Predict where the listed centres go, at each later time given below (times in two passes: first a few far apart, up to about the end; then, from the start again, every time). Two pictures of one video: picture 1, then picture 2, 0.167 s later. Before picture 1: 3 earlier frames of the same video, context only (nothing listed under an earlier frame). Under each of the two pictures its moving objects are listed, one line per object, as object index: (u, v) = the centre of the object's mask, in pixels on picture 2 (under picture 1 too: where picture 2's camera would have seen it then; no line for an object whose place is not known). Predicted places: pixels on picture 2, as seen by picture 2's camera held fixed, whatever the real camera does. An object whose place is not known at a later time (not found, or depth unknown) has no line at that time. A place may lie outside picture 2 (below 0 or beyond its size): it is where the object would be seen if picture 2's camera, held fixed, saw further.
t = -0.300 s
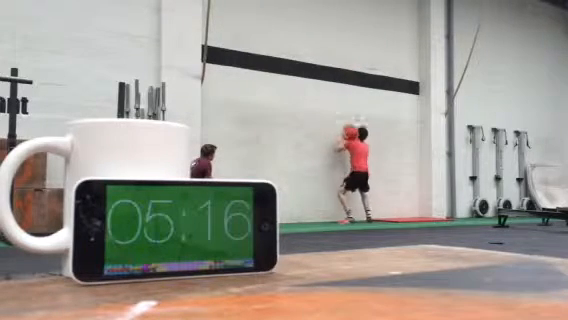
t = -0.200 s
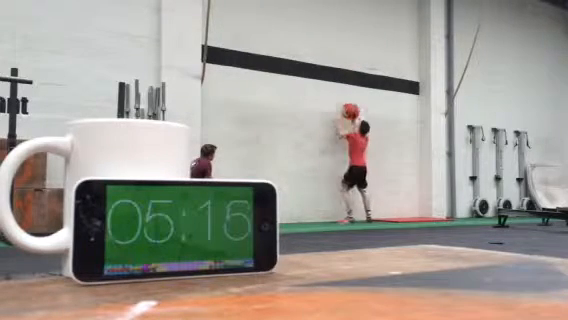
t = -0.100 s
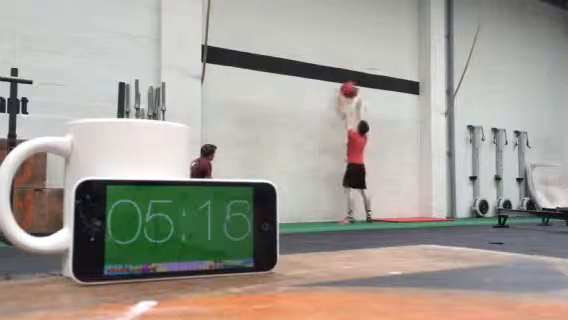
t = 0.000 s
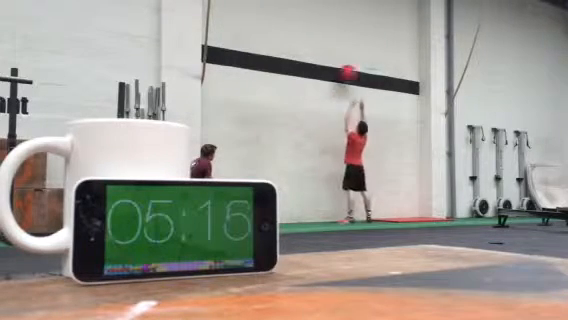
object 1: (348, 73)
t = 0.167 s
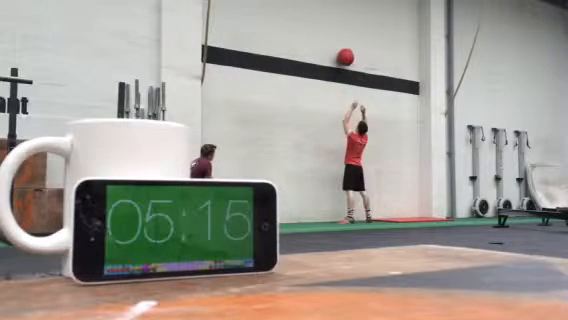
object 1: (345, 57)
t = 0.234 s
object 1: (344, 55)
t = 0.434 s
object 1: (345, 58)
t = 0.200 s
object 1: (344, 56)
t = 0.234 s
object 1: (344, 55)
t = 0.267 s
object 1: (344, 54)
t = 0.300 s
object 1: (344, 54)
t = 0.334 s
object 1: (344, 54)
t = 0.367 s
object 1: (344, 55)
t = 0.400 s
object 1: (345, 57)
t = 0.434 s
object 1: (345, 58)
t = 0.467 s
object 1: (345, 60)
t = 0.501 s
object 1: (345, 63)
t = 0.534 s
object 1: (345, 66)
